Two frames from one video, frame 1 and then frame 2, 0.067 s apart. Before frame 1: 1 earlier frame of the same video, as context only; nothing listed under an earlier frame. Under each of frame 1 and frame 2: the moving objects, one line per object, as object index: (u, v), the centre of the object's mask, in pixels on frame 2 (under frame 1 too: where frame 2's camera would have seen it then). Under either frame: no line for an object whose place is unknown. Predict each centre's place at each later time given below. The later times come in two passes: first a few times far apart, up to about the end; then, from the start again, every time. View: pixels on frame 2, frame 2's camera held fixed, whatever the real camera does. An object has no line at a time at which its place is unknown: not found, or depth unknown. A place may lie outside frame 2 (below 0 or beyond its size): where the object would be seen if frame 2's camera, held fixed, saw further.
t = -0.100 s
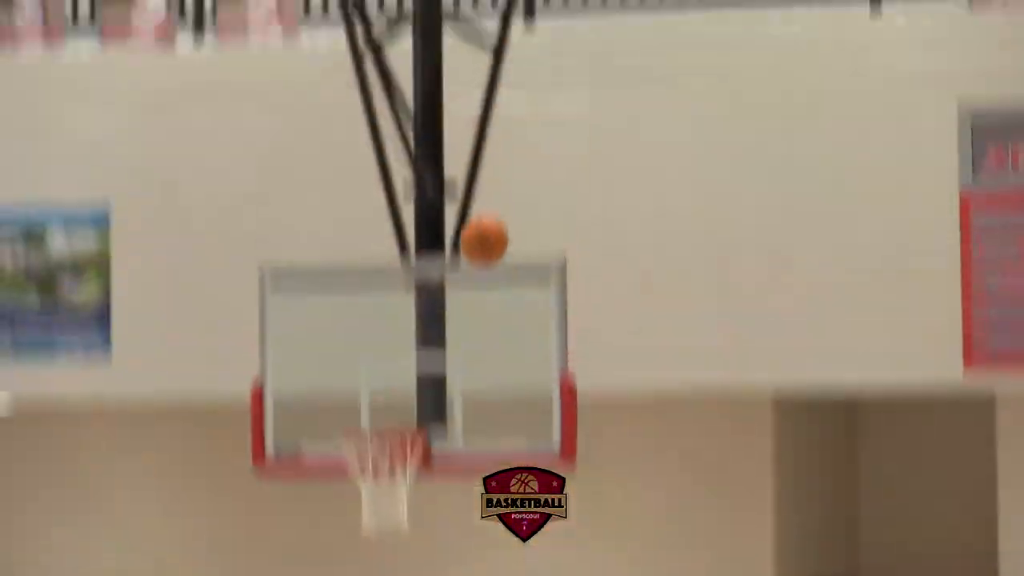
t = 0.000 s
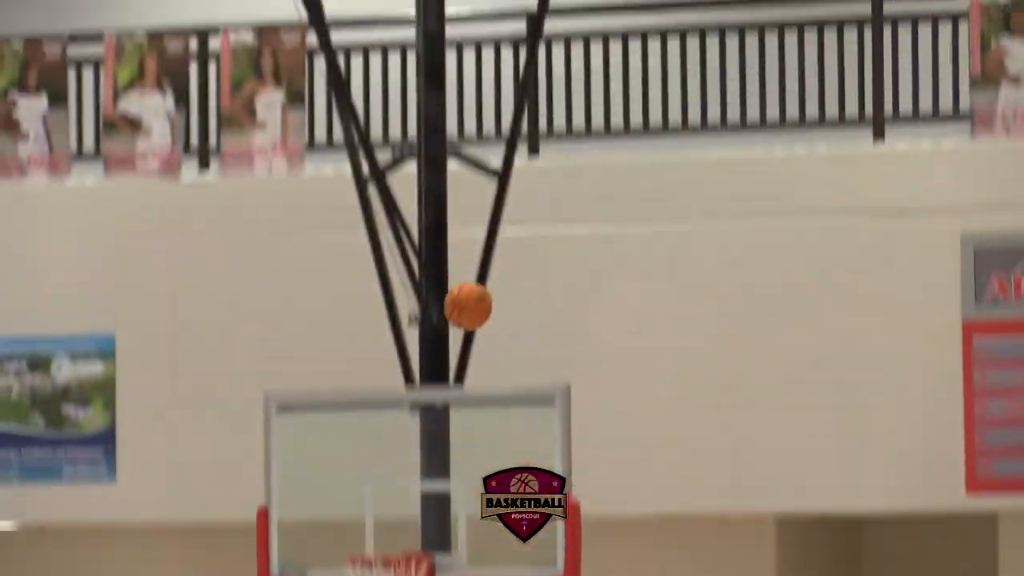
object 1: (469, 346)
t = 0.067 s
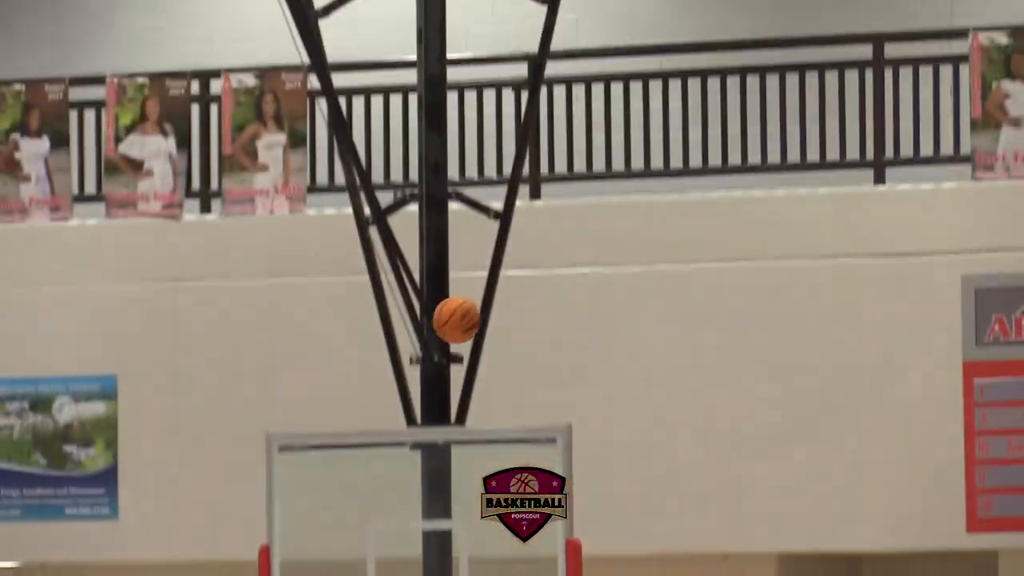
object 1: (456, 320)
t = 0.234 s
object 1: (428, 295)
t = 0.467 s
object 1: (394, 344)
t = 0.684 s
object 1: (364, 470)
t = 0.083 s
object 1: (453, 315)
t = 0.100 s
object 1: (450, 310)
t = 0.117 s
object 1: (447, 306)
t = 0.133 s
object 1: (444, 303)
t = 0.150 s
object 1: (442, 300)
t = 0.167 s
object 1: (439, 298)
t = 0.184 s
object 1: (436, 296)
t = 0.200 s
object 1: (434, 295)
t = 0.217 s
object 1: (431, 295)
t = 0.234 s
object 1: (428, 295)
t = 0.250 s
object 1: (425, 295)
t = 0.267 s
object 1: (423, 296)
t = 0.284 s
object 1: (420, 297)
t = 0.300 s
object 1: (418, 299)
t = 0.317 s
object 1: (416, 302)
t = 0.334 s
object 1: (414, 304)
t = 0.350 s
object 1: (412, 307)
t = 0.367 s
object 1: (409, 311)
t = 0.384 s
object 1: (406, 316)
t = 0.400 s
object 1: (404, 320)
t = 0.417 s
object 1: (401, 326)
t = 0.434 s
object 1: (398, 332)
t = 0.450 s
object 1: (396, 339)
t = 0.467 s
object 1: (394, 344)
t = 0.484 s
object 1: (392, 351)
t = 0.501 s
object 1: (390, 359)
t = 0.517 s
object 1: (387, 366)
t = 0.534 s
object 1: (385, 375)
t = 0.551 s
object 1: (382, 384)
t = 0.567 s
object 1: (380, 393)
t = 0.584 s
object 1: (378, 403)
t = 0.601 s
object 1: (375, 413)
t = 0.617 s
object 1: (373, 423)
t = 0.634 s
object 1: (371, 434)
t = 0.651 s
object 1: (369, 446)
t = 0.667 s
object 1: (366, 458)
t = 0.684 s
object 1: (364, 470)
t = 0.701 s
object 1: (362, 484)
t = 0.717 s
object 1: (360, 497)
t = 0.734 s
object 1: (357, 512)
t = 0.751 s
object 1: (355, 527)
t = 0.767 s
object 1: (354, 542)
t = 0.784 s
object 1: (352, 558)
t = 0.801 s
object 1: (349, 574)
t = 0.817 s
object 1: (346, 576)
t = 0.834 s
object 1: (340, 566)
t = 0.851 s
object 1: (334, 559)
